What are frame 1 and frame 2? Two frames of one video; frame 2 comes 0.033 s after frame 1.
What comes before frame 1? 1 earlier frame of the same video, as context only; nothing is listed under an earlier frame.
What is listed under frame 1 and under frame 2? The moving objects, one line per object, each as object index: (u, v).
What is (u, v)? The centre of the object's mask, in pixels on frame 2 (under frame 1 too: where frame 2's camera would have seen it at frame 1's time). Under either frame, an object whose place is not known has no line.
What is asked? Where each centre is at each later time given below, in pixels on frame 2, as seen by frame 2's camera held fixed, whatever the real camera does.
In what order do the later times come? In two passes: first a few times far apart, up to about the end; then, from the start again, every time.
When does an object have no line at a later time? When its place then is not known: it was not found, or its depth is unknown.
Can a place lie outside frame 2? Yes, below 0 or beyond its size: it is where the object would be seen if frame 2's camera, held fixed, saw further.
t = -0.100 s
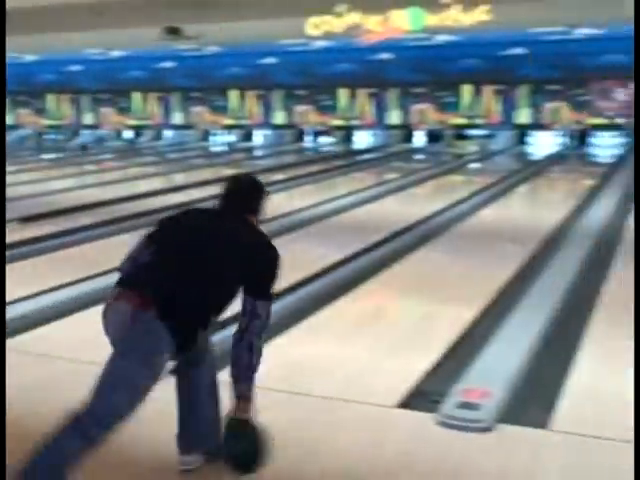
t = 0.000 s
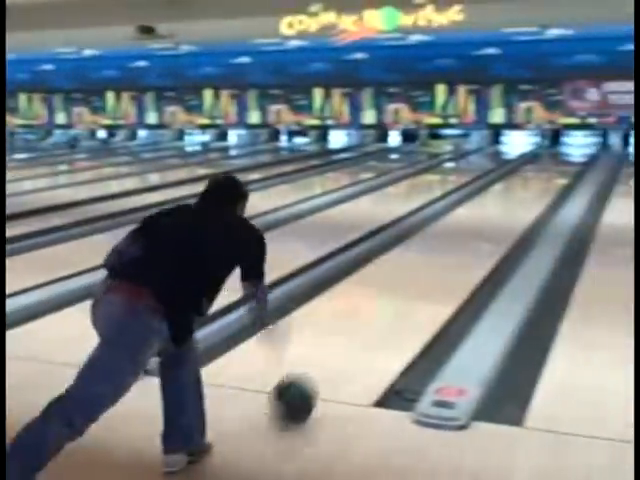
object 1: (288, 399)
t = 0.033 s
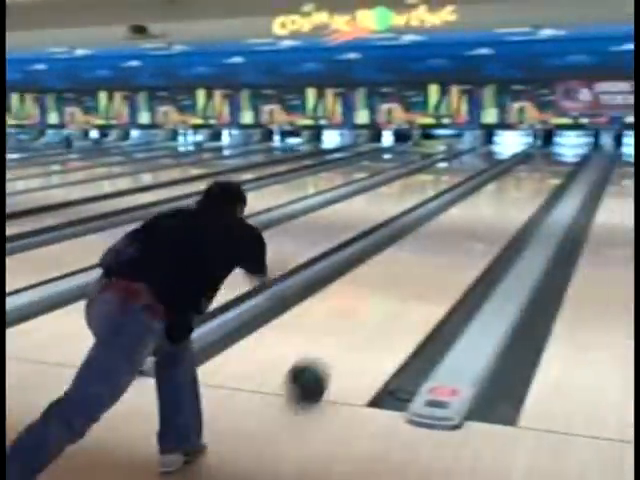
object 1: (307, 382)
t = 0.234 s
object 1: (387, 304)
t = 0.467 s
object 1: (441, 253)
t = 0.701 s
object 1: (474, 222)
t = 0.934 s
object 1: (496, 200)
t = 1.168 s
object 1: (512, 185)
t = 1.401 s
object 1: (524, 173)
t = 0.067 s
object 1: (324, 364)
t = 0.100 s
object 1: (339, 350)
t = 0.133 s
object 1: (353, 336)
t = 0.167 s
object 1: (365, 324)
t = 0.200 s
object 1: (377, 314)
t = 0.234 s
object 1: (387, 304)
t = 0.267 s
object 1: (397, 295)
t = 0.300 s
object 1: (405, 287)
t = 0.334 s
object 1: (414, 279)
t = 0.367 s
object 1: (421, 272)
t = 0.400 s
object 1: (428, 265)
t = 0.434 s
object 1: (435, 259)
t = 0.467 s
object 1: (441, 253)
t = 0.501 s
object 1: (446, 248)
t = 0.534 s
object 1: (452, 242)
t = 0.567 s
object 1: (457, 238)
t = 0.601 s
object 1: (461, 234)
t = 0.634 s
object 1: (466, 230)
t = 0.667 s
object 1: (470, 226)
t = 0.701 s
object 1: (474, 222)
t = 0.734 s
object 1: (478, 219)
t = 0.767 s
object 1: (481, 215)
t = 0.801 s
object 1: (484, 212)
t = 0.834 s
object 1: (487, 209)
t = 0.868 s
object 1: (491, 206)
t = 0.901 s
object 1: (493, 203)
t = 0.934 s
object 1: (496, 200)
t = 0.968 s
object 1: (499, 198)
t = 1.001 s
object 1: (501, 195)
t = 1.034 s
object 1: (503, 193)
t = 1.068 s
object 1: (506, 191)
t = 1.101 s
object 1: (508, 189)
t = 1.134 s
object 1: (510, 186)
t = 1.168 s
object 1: (512, 185)
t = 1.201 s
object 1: (514, 183)
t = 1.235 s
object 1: (515, 181)
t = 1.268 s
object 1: (517, 180)
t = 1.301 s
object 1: (519, 178)
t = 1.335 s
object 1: (520, 176)
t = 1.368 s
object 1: (522, 175)
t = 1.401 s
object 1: (524, 173)
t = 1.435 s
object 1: (525, 172)
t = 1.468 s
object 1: (527, 171)
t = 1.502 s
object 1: (527, 170)
